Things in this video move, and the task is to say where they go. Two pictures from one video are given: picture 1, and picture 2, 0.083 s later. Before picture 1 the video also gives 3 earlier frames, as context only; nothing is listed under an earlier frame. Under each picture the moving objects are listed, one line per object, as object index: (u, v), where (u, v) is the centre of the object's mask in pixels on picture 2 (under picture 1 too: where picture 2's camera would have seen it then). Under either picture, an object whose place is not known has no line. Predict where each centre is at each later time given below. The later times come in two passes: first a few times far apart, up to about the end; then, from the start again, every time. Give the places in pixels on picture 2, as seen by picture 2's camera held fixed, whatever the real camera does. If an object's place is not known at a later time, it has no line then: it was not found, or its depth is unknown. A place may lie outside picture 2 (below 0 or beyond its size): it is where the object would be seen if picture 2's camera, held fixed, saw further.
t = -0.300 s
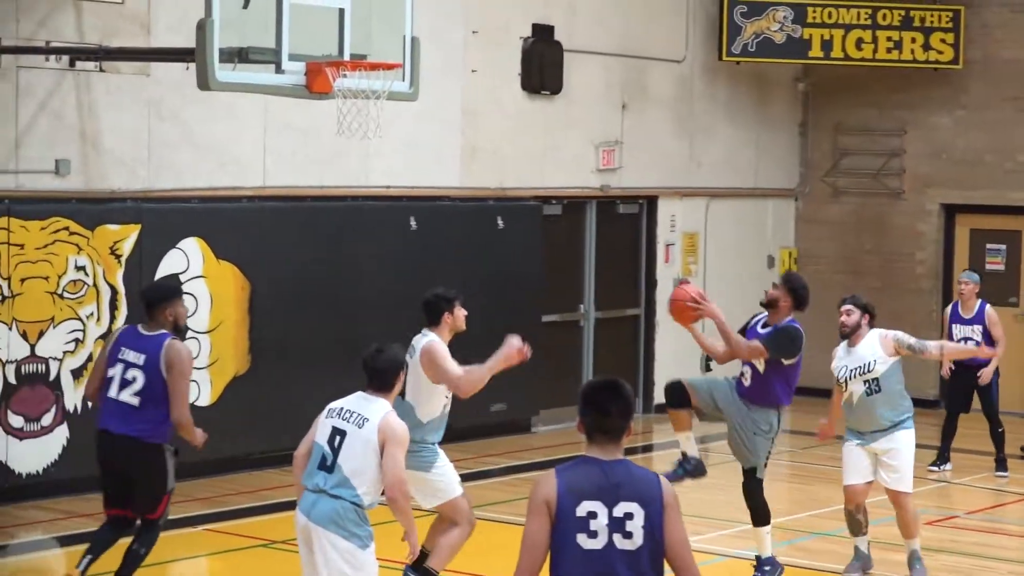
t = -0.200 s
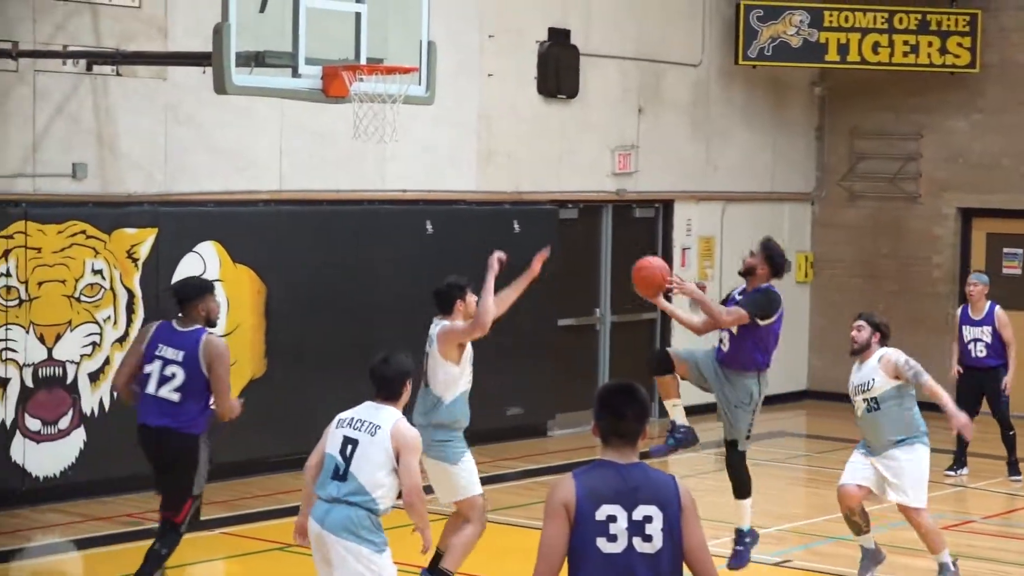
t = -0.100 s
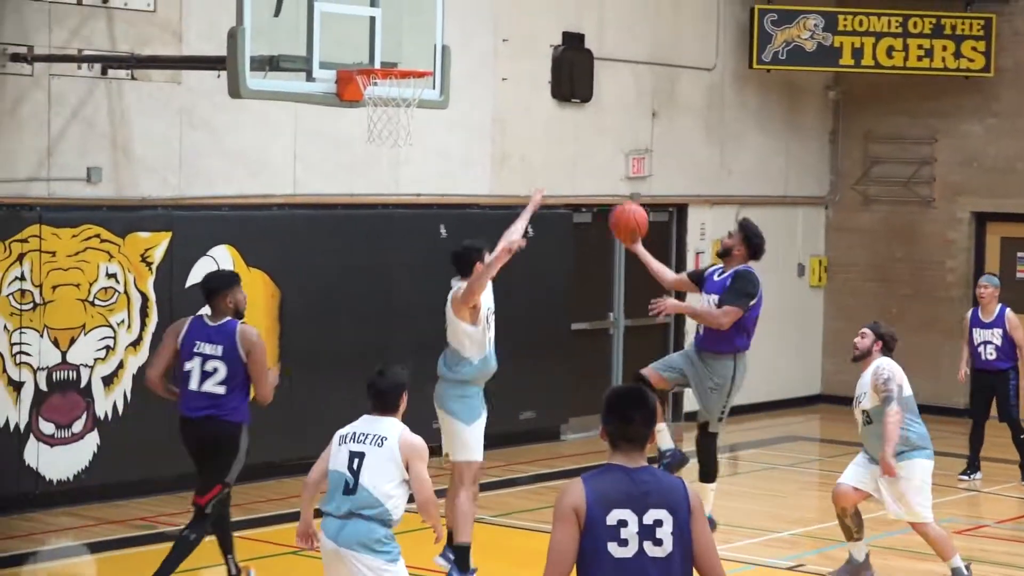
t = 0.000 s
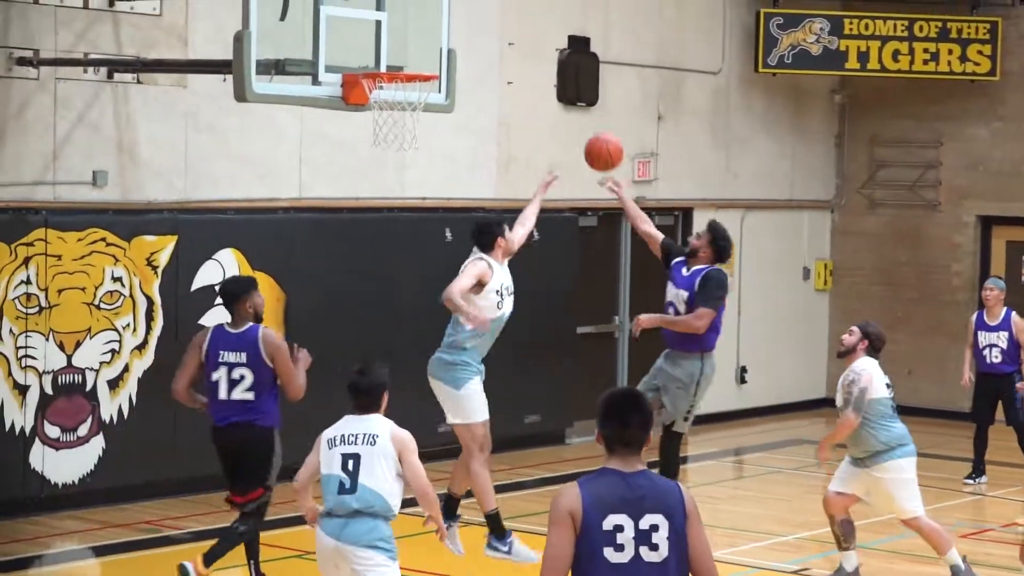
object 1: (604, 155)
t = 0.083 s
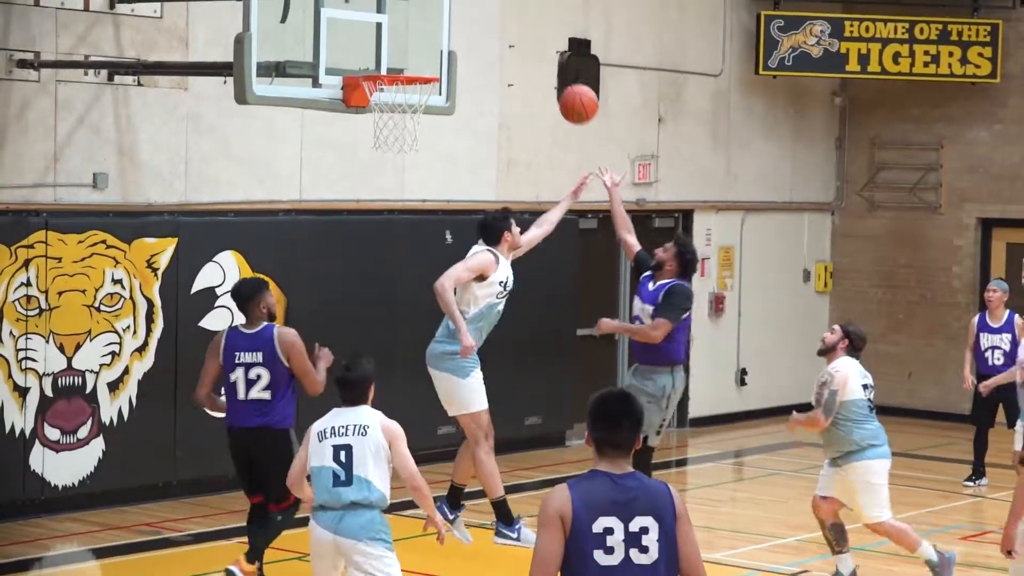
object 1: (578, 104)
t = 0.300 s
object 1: (512, 27)
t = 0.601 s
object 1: (417, 45)
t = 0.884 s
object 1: (397, 96)
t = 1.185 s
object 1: (427, 151)
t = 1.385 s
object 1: (439, 247)
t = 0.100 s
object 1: (574, 95)
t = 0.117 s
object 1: (569, 87)
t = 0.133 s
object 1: (564, 79)
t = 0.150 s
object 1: (559, 72)
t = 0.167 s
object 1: (554, 65)
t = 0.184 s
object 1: (549, 59)
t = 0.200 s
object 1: (543, 53)
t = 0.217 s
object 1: (538, 47)
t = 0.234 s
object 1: (533, 42)
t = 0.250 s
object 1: (527, 37)
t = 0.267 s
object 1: (523, 33)
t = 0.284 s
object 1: (517, 30)
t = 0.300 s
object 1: (512, 27)
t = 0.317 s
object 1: (507, 24)
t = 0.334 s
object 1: (502, 21)
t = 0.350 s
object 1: (497, 19)
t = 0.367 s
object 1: (492, 18)
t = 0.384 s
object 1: (486, 17)
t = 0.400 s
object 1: (481, 17)
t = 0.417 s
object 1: (476, 17)
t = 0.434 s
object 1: (470, 17)
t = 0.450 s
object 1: (465, 17)
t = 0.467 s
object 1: (459, 18)
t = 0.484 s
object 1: (454, 19)
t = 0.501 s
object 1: (449, 22)
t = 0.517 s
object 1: (444, 25)
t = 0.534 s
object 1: (438, 28)
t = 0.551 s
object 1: (433, 31)
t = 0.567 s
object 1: (428, 35)
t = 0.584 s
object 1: (423, 40)
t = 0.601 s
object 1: (417, 45)
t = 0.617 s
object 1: (412, 50)
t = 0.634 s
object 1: (407, 56)
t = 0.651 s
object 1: (402, 59)
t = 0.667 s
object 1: (398, 61)
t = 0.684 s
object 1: (396, 61)
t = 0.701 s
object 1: (392, 62)
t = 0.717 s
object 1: (390, 63)
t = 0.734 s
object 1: (387, 64)
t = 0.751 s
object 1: (384, 74)
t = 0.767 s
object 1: (382, 77)
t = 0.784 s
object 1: (383, 78)
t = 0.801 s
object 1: (386, 81)
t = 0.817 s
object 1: (387, 83)
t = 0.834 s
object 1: (390, 86)
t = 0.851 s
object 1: (393, 89)
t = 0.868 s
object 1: (396, 93)
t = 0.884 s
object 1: (397, 96)
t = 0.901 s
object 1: (400, 99)
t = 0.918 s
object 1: (401, 101)
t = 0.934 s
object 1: (404, 105)
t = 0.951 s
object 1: (407, 108)
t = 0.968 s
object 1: (409, 110)
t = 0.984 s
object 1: (411, 112)
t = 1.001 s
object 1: (413, 114)
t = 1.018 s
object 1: (415, 116)
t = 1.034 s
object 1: (417, 118)
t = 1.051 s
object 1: (418, 120)
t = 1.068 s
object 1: (420, 123)
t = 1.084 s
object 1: (421, 125)
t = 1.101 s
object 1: (422, 128)
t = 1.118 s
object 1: (424, 130)
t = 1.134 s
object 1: (424, 135)
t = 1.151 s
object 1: (425, 141)
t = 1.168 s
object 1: (426, 146)
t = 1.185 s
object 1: (427, 151)
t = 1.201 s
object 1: (428, 156)
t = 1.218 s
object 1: (429, 162)
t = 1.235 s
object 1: (430, 168)
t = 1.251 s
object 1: (431, 175)
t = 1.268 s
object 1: (432, 183)
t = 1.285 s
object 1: (433, 192)
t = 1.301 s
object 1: (434, 200)
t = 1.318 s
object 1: (435, 208)
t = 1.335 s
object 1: (436, 218)
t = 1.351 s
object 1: (437, 228)
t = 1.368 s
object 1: (438, 238)
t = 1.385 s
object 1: (439, 247)
